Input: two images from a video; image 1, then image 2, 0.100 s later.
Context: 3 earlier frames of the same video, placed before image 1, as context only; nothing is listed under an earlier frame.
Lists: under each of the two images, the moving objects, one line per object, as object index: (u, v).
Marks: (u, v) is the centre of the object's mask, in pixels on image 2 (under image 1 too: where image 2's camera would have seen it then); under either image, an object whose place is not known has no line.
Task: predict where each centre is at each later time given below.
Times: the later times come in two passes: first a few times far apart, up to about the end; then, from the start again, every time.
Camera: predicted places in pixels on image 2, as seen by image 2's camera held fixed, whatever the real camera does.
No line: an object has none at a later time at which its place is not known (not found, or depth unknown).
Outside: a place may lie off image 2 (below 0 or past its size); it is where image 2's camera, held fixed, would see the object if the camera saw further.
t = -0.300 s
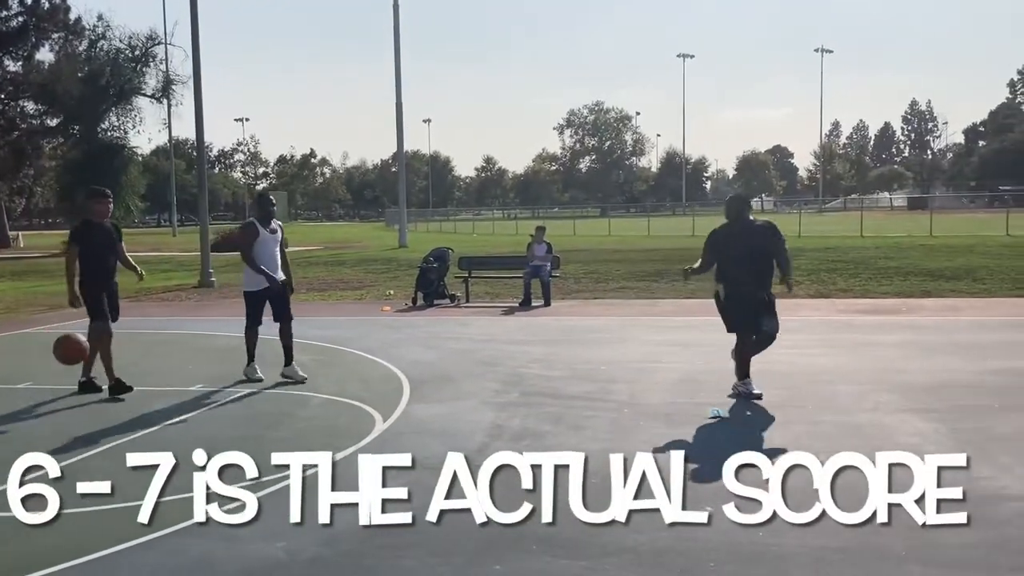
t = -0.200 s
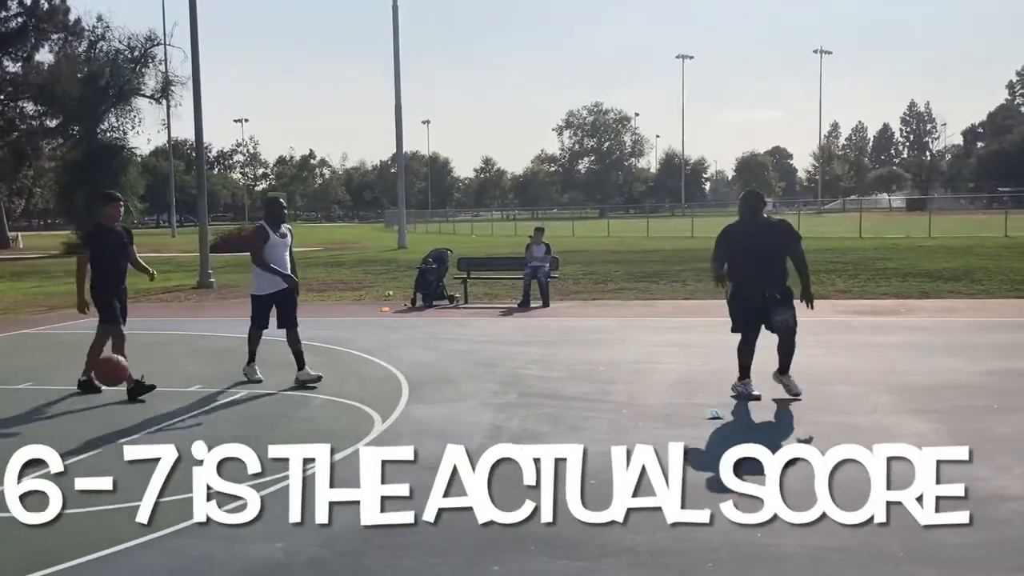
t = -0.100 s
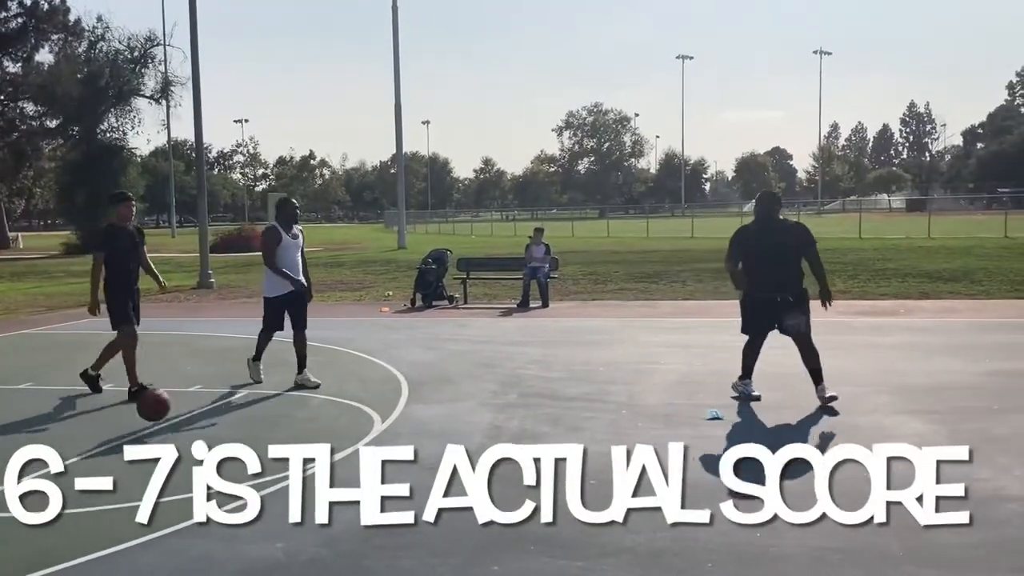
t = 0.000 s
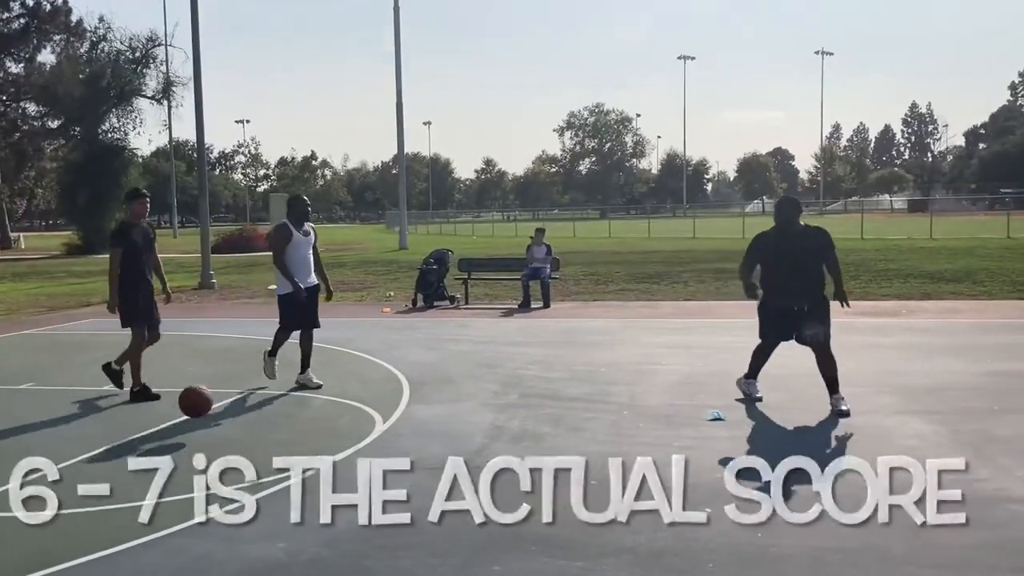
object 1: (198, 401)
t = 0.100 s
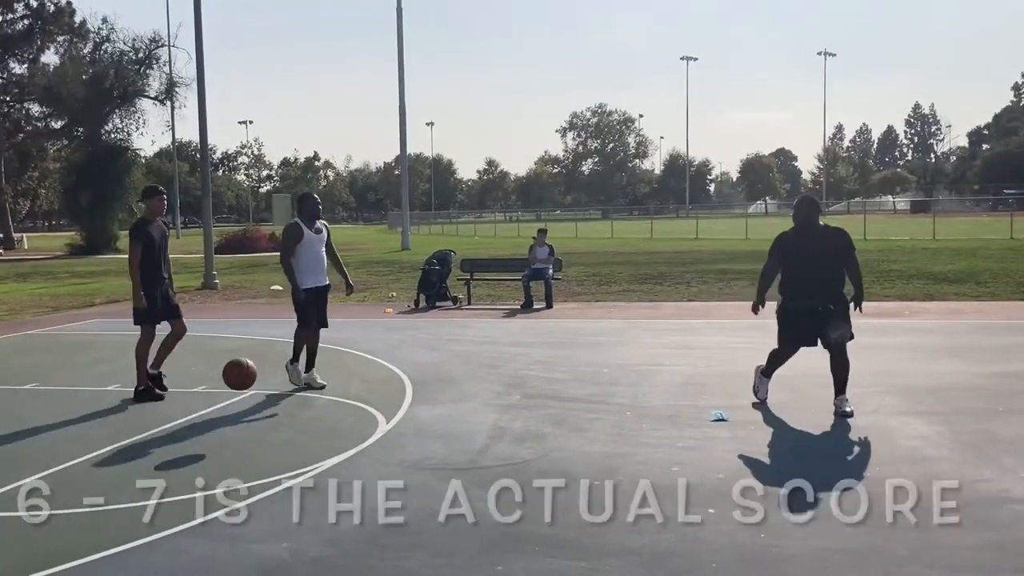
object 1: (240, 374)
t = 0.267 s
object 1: (310, 357)
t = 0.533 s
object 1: (424, 408)
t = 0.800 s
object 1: (535, 373)
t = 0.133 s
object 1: (253, 368)
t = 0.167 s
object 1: (267, 363)
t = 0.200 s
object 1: (282, 359)
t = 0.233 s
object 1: (296, 358)
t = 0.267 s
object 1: (310, 357)
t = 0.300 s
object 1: (325, 358)
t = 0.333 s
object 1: (339, 361)
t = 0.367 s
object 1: (353, 365)
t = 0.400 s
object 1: (368, 370)
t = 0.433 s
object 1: (382, 377)
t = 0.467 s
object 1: (396, 386)
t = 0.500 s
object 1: (410, 396)
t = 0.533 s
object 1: (424, 408)
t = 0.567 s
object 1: (438, 422)
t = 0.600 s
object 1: (452, 412)
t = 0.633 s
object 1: (465, 402)
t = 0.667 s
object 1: (480, 393)
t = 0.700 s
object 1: (494, 386)
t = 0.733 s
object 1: (507, 381)
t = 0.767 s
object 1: (521, 376)
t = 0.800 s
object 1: (535, 373)
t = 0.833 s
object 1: (549, 372)
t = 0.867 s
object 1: (563, 372)
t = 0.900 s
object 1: (577, 374)
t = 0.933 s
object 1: (592, 378)
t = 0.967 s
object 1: (607, 383)
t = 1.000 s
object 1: (621, 389)
